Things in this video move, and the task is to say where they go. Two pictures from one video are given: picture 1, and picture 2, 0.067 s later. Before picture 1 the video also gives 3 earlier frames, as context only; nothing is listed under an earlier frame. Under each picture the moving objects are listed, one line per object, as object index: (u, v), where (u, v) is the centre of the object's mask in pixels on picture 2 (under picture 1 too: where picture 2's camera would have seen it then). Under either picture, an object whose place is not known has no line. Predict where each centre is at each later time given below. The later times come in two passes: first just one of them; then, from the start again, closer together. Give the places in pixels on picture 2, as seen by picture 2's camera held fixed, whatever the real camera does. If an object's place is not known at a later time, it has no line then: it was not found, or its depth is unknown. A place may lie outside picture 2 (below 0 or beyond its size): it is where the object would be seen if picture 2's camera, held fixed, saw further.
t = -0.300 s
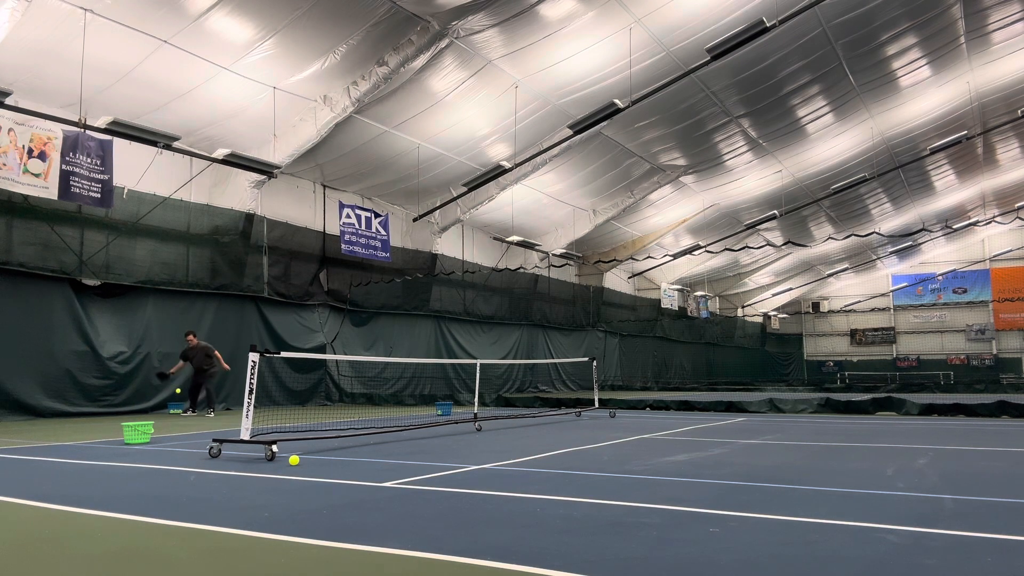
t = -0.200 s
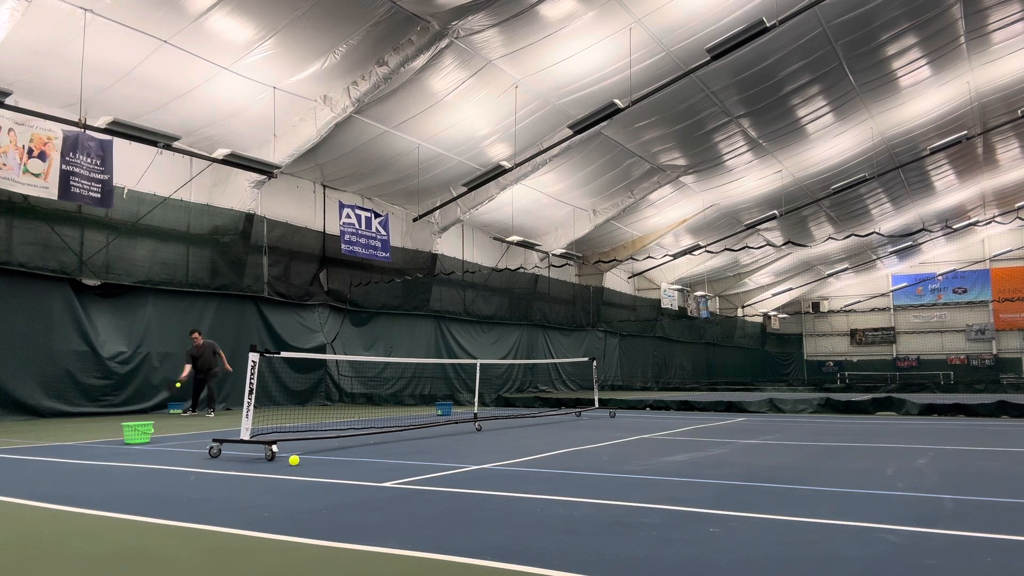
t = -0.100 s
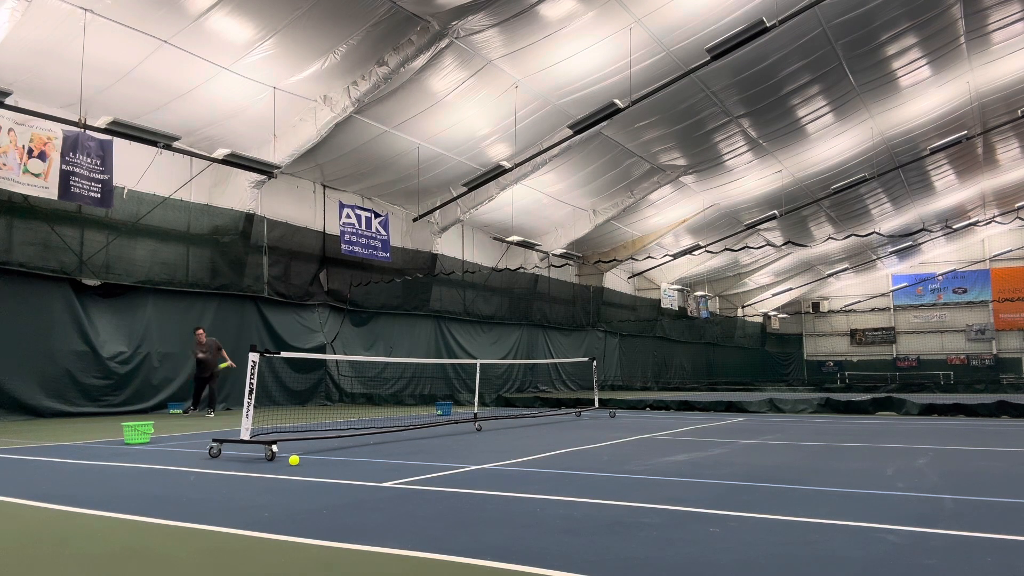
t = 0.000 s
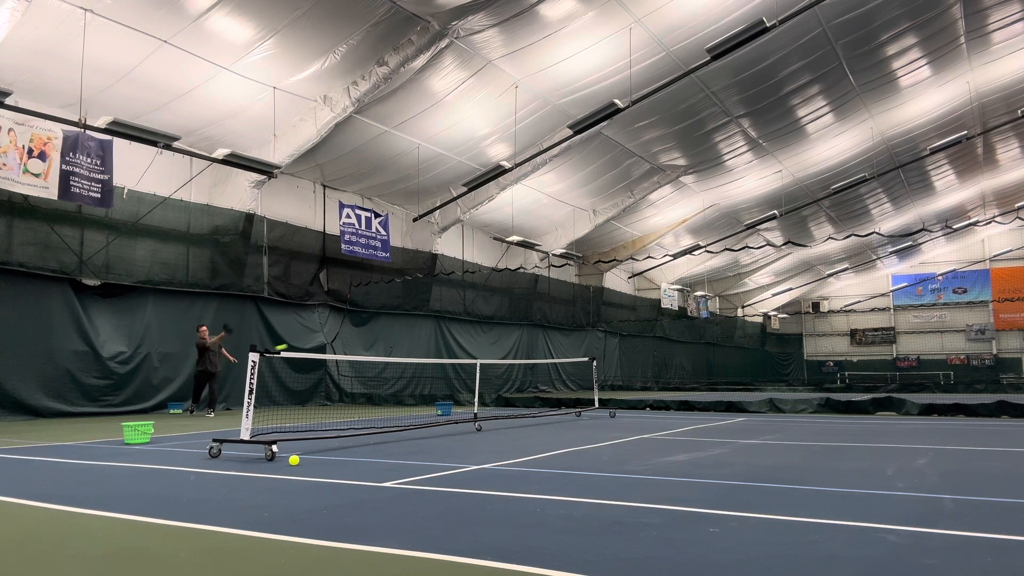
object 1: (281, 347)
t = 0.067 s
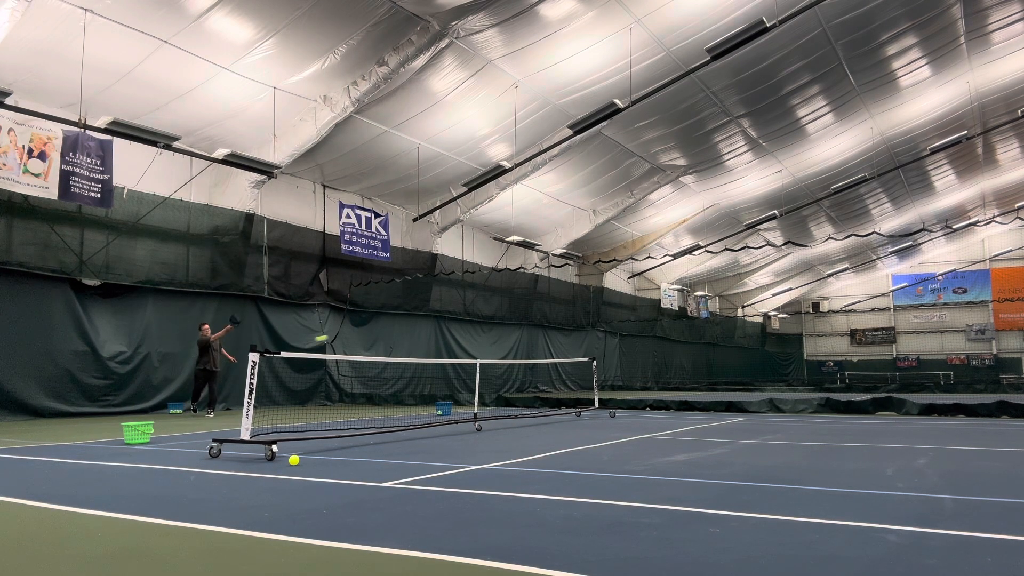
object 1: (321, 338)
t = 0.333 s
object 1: (506, 332)
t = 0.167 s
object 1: (385, 330)
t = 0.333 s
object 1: (506, 332)
